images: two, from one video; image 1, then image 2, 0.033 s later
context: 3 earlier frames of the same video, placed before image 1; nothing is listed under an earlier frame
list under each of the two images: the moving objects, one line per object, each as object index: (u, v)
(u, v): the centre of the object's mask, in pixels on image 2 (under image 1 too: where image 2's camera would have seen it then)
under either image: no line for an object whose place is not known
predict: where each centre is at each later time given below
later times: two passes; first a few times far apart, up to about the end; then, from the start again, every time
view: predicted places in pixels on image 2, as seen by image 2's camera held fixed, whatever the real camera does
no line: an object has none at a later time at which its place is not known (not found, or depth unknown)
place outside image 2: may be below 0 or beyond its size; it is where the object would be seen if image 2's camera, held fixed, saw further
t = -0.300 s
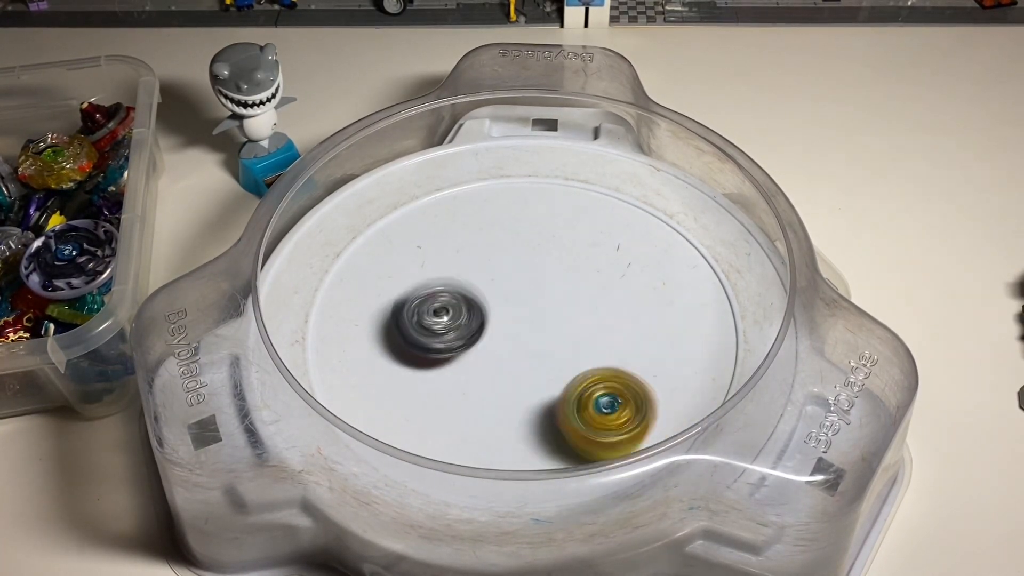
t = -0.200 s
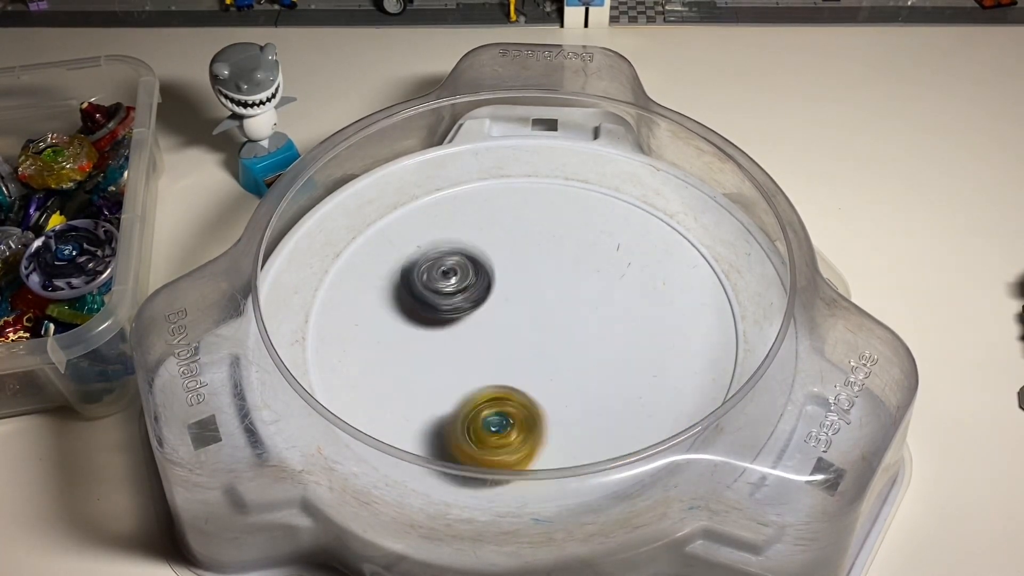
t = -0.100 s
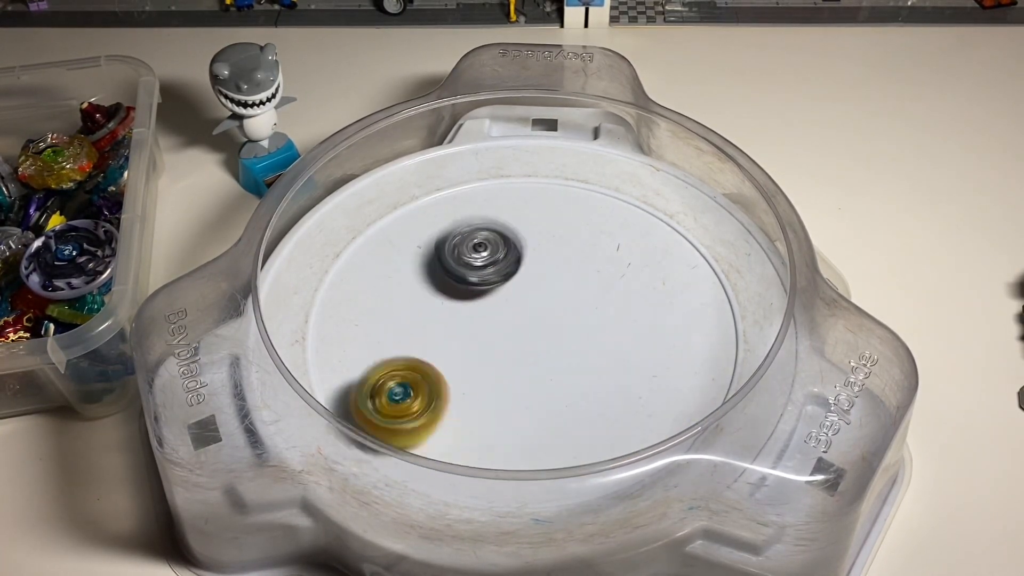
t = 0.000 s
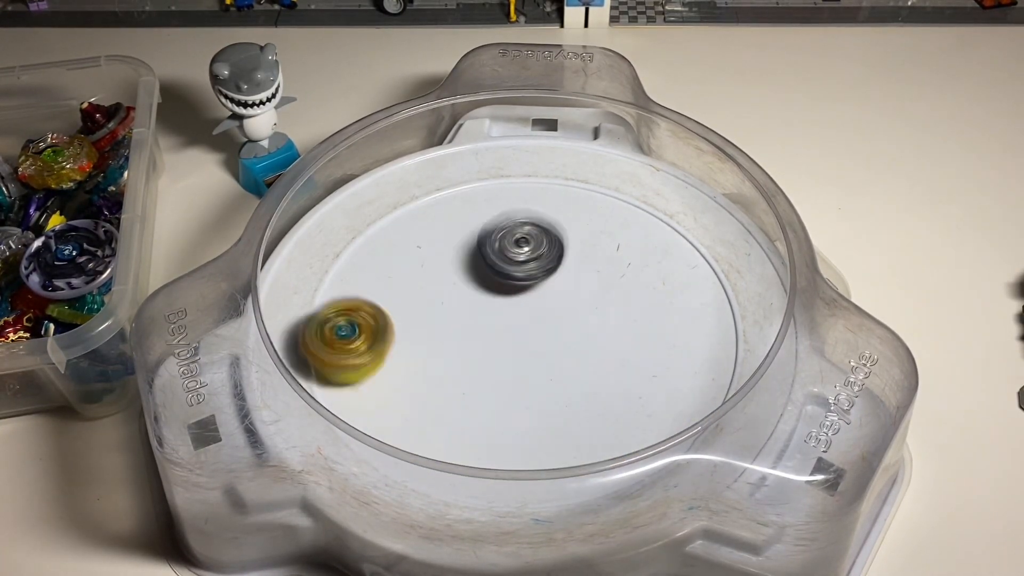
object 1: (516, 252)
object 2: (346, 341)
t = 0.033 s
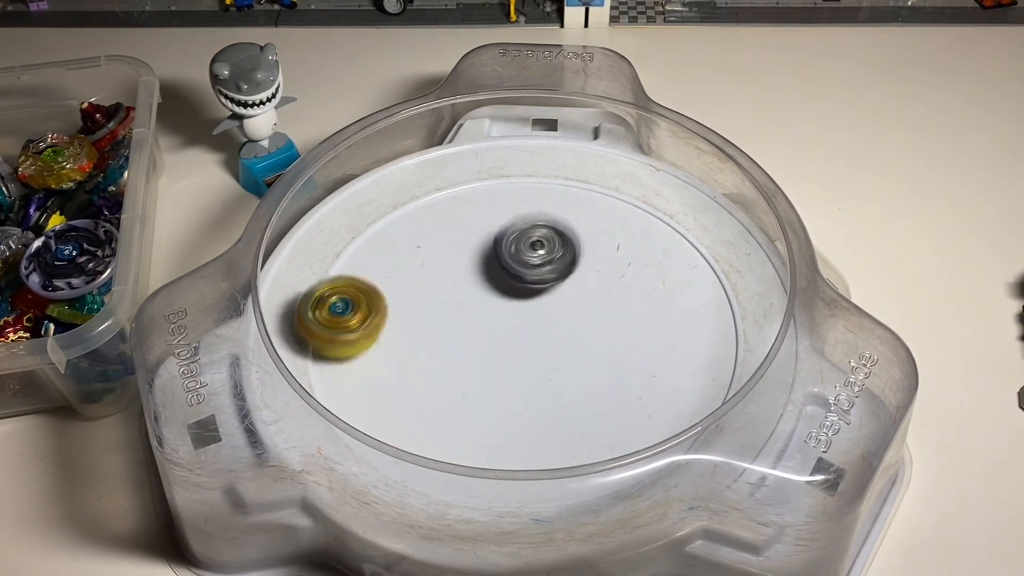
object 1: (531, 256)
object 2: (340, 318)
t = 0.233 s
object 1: (586, 309)
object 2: (409, 211)
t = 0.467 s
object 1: (519, 370)
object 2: (586, 219)
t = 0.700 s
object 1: (436, 326)
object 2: (647, 362)
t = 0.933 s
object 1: (488, 265)
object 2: (484, 433)
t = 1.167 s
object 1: (568, 300)
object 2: (371, 333)
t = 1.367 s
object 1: (539, 363)
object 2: (451, 236)
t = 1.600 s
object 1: (454, 350)
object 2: (603, 234)
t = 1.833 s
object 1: (473, 308)
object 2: (665, 335)
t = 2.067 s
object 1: (529, 297)
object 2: (515, 414)
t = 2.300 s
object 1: (528, 310)
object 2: (384, 325)
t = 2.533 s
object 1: (496, 333)
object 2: (435, 223)
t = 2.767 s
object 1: (512, 339)
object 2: (578, 227)
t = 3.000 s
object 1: (536, 310)
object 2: (633, 346)
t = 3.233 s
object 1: (507, 290)
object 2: (506, 423)
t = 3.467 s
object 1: (489, 313)
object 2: (378, 350)
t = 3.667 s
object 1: (510, 316)
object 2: (430, 254)
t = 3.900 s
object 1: (529, 319)
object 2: (576, 233)
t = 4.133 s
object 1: (522, 316)
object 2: (660, 313)
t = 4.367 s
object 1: (505, 316)
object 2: (559, 408)
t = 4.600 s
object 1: (503, 321)
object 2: (404, 351)
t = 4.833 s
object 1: (508, 322)
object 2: (420, 244)
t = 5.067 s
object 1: (514, 320)
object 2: (544, 217)
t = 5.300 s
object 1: (514, 318)
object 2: (629, 311)
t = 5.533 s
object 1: (510, 317)
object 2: (542, 411)
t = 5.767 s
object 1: (507, 318)
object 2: (401, 378)
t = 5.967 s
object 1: (509, 320)
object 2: (403, 282)
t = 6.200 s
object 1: (509, 320)
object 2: (535, 232)
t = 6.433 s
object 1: (511, 320)
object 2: (644, 287)
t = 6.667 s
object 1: (512, 319)
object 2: (601, 389)
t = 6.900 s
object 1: (513, 318)
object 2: (440, 377)
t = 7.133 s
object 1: (514, 319)
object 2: (407, 271)
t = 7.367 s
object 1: (511, 318)
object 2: (506, 218)
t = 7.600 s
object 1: (511, 319)
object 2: (613, 279)
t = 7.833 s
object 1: (510, 318)
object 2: (581, 388)
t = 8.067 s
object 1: (513, 318)
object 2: (441, 397)
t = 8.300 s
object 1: (512, 319)
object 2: (403, 301)
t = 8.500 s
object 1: (513, 320)
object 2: (490, 243)
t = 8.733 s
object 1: (513, 319)
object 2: (612, 264)
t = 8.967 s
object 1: (513, 320)
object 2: (626, 355)
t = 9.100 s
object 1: (510, 319)
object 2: (561, 393)
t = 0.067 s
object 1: (546, 261)
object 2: (341, 295)
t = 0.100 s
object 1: (558, 268)
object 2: (345, 274)
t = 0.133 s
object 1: (569, 276)
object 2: (355, 255)
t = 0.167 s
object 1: (578, 287)
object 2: (369, 237)
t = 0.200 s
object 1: (584, 297)
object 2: (388, 223)
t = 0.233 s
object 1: (586, 309)
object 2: (409, 211)
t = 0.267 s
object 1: (587, 321)
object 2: (434, 202)
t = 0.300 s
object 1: (583, 332)
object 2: (460, 196)
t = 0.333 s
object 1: (576, 343)
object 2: (485, 195)
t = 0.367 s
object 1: (565, 353)
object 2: (511, 195)
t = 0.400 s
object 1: (552, 362)
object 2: (537, 200)
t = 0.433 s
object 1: (537, 367)
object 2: (563, 207)
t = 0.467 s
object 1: (519, 370)
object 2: (586, 219)
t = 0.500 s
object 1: (502, 370)
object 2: (608, 234)
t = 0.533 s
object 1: (484, 367)
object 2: (625, 252)
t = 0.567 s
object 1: (470, 362)
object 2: (640, 271)
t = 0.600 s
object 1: (458, 355)
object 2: (649, 293)
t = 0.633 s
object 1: (447, 346)
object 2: (654, 316)
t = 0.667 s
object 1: (440, 336)
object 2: (653, 339)
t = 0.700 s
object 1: (436, 326)
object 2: (647, 362)
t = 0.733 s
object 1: (435, 315)
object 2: (635, 384)
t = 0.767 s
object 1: (438, 303)
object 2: (617, 403)
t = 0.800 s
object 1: (444, 293)
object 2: (595, 417)
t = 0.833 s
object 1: (453, 283)
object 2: (569, 427)
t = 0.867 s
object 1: (464, 275)
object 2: (541, 432)
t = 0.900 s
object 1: (475, 268)
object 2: (512, 434)
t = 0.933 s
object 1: (488, 265)
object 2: (484, 433)
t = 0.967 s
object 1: (500, 262)
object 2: (456, 428)
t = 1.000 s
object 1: (515, 263)
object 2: (431, 420)
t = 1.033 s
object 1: (528, 266)
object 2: (409, 408)
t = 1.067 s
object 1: (541, 272)
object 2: (390, 393)
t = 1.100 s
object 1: (551, 279)
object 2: (379, 374)
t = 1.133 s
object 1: (561, 290)
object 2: (372, 353)
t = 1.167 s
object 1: (568, 300)
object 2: (371, 333)
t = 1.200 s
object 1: (571, 312)
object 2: (375, 312)
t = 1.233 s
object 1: (572, 325)
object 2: (382, 293)
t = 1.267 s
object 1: (569, 337)
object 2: (396, 275)
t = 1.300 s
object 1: (562, 348)
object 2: (411, 259)
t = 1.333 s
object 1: (552, 355)
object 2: (430, 247)
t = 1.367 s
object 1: (539, 363)
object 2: (451, 236)
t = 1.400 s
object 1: (526, 368)
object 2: (473, 229)
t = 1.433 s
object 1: (510, 370)
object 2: (496, 223)
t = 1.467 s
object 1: (496, 371)
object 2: (518, 222)
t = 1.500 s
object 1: (484, 368)
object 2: (540, 222)
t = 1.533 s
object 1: (471, 363)
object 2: (562, 223)
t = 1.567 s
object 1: (460, 357)
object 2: (583, 228)
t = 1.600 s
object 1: (454, 350)
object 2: (603, 234)
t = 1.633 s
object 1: (449, 343)
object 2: (621, 244)
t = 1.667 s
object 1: (447, 336)
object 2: (636, 255)
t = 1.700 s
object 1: (448, 329)
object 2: (649, 267)
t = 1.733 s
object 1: (452, 324)
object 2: (659, 282)
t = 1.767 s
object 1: (457, 317)
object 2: (665, 299)
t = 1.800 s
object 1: (464, 313)
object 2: (667, 317)
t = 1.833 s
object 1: (473, 308)
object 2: (665, 335)
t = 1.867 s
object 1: (482, 304)
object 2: (657, 354)
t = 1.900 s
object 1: (490, 301)
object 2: (643, 371)
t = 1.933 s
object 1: (499, 299)
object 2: (625, 387)
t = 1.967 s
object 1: (509, 298)
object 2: (601, 399)
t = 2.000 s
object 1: (517, 297)
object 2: (574, 409)
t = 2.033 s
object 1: (524, 296)
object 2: (545, 414)
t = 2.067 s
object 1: (529, 297)
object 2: (515, 414)
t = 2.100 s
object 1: (534, 297)
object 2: (487, 410)
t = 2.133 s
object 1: (536, 299)
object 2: (461, 402)
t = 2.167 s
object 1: (538, 299)
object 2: (437, 390)
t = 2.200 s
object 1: (537, 302)
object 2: (417, 376)
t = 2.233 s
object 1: (534, 304)
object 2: (402, 359)
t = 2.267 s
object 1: (531, 307)
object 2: (391, 342)
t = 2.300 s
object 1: (528, 310)
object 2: (384, 325)
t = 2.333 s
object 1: (523, 312)
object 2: (382, 307)
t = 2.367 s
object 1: (519, 316)
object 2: (383, 290)
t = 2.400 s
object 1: (513, 319)
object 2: (387, 274)
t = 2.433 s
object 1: (507, 322)
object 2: (395, 259)
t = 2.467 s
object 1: (503, 326)
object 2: (405, 245)
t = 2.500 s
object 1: (499, 329)
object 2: (419, 234)
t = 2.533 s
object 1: (496, 333)
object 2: (435, 223)
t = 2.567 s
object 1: (495, 336)
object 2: (453, 216)
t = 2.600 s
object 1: (494, 339)
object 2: (474, 210)
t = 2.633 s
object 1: (496, 341)
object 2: (494, 208)
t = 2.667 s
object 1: (499, 342)
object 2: (515, 208)
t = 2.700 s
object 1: (503, 342)
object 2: (537, 211)
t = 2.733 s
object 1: (506, 341)
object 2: (558, 217)
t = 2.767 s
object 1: (512, 339)
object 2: (578, 227)
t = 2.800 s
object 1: (517, 337)
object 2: (596, 239)
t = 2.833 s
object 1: (522, 334)
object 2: (612, 253)
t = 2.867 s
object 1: (527, 329)
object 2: (624, 270)
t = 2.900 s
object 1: (532, 325)
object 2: (632, 288)
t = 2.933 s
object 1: (534, 320)
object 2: (636, 308)
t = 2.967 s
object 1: (536, 316)
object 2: (636, 327)
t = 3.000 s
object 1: (536, 310)
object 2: (633, 346)
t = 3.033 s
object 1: (536, 304)
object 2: (624, 365)
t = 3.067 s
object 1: (533, 300)
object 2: (611, 382)
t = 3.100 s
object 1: (530, 296)
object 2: (595, 396)
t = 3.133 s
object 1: (525, 293)
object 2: (575, 408)
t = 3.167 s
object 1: (520, 290)
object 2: (552, 416)
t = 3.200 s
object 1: (513, 290)
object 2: (530, 421)
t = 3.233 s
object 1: (507, 290)
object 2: (506, 423)
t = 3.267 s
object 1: (501, 292)
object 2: (482, 422)
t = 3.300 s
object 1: (496, 294)
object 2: (457, 418)
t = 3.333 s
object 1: (491, 298)
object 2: (435, 410)
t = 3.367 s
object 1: (489, 303)
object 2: (414, 399)
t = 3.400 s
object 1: (487, 307)
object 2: (398, 384)
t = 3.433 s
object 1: (487, 310)
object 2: (386, 368)
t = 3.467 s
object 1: (489, 313)
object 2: (378, 350)
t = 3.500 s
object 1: (492, 315)
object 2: (377, 331)
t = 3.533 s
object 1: (494, 315)
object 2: (379, 314)
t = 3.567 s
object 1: (498, 316)
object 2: (387, 296)
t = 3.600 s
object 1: (502, 316)
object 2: (397, 280)
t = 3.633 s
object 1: (506, 316)
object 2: (411, 266)
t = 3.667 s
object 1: (510, 316)
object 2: (430, 254)
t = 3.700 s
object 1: (515, 317)
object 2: (449, 244)
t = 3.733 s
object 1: (520, 318)
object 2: (471, 236)
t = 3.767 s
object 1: (524, 318)
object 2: (491, 231)
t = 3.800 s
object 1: (526, 318)
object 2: (513, 228)
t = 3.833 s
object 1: (528, 318)
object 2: (535, 227)
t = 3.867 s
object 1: (528, 319)
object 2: (556, 229)
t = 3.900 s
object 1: (529, 319)
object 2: (576, 233)
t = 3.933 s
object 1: (529, 318)
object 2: (595, 239)
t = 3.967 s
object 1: (530, 318)
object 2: (613, 247)
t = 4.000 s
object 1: (529, 318)
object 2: (627, 257)
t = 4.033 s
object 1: (527, 317)
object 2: (641, 268)
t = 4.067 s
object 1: (525, 317)
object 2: (651, 282)
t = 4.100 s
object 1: (523, 316)
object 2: (656, 297)
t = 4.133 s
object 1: (522, 316)
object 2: (660, 313)
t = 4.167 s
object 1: (520, 316)
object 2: (658, 330)
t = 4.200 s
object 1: (516, 316)
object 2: (654, 347)
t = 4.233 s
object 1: (513, 316)
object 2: (643, 364)
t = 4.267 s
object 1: (511, 315)
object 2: (628, 380)
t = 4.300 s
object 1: (509, 316)
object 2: (609, 393)
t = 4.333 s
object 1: (507, 316)
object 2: (585, 402)
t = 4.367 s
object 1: (505, 316)
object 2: (559, 408)
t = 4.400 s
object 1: (504, 316)
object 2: (533, 410)
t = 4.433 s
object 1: (504, 317)
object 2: (504, 409)
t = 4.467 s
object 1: (503, 317)
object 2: (479, 403)
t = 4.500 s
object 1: (503, 317)
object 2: (455, 393)
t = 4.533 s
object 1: (503, 318)
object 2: (434, 381)
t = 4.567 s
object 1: (504, 319)
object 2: (418, 366)
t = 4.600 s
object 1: (503, 321)
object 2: (404, 351)
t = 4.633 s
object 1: (503, 321)
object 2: (396, 333)
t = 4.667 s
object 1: (504, 321)
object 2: (392, 317)
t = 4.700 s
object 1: (506, 322)
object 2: (391, 300)
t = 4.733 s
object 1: (505, 322)
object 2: (393, 284)
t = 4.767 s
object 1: (507, 322)
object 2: (399, 269)
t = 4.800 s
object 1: (509, 323)
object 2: (408, 256)
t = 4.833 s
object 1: (508, 322)
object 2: (420, 244)
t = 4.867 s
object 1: (509, 322)
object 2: (433, 233)
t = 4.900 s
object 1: (512, 322)
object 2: (449, 224)
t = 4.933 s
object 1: (511, 322)
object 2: (467, 217)
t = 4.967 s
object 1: (512, 321)
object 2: (485, 213)
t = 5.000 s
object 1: (514, 321)
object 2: (505, 211)
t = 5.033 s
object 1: (514, 320)
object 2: (524, 213)
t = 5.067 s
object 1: (514, 320)
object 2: (544, 217)
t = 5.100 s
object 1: (516, 320)
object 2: (562, 224)
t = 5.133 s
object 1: (514, 319)
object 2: (581, 233)
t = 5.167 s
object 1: (515, 319)
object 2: (597, 245)
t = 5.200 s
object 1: (515, 319)
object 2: (610, 259)
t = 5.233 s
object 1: (514, 318)
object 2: (619, 276)
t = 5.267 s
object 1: (515, 318)
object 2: (626, 294)
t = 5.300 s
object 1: (514, 318)
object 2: (629, 311)
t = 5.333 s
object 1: (513, 317)
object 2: (628, 330)
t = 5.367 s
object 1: (514, 318)
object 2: (621, 348)
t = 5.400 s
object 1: (512, 317)
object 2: (613, 365)
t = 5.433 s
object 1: (512, 317)
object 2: (600, 381)
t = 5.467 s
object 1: (511, 317)
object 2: (583, 394)
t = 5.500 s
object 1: (509, 317)
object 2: (564, 404)
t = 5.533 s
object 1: (510, 317)
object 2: (542, 411)
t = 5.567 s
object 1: (508, 316)
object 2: (520, 416)
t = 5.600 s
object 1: (509, 318)
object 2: (497, 417)
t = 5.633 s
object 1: (507, 317)
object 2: (475, 416)
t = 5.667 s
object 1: (508, 317)
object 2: (452, 411)
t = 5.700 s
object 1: (507, 317)
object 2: (432, 402)
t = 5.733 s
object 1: (507, 317)
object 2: (415, 391)
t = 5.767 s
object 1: (507, 318)
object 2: (401, 378)
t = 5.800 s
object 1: (507, 317)
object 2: (391, 363)
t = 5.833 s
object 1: (507, 318)
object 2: (385, 346)
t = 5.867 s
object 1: (507, 318)
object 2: (383, 329)
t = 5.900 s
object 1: (508, 319)
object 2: (386, 312)
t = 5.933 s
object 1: (507, 319)
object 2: (393, 296)
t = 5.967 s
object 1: (509, 320)
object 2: (403, 282)
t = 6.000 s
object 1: (507, 319)
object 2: (418, 269)
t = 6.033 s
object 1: (510, 320)
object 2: (434, 257)
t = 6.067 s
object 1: (508, 320)
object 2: (453, 247)
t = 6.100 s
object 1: (510, 320)
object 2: (473, 240)
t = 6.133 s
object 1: (509, 320)
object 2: (493, 235)
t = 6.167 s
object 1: (510, 321)
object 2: (514, 233)
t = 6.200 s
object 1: (509, 320)
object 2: (535, 232)
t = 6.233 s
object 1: (510, 321)
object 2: (555, 235)
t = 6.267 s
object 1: (510, 321)
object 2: (574, 239)
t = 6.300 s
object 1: (511, 321)
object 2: (592, 245)
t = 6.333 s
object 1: (511, 320)
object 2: (608, 253)
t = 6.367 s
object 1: (510, 321)
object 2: (623, 262)
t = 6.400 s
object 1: (513, 320)
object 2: (635, 274)
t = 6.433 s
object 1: (511, 320)
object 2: (644, 287)
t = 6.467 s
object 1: (513, 320)
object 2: (650, 301)
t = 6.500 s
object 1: (511, 320)
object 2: (652, 316)
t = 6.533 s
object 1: (513, 320)
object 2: (650, 333)
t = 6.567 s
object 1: (512, 319)
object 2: (645, 349)
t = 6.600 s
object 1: (512, 320)
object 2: (634, 364)
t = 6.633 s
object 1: (513, 319)
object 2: (620, 378)
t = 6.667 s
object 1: (512, 319)
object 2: (601, 389)
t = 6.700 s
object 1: (513, 319)
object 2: (580, 398)
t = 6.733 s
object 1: (512, 319)
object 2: (556, 403)
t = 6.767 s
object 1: (513, 319)
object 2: (531, 405)
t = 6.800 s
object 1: (513, 317)
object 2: (506, 403)
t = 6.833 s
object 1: (513, 317)
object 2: (482, 397)
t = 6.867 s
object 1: (515, 317)
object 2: (459, 388)
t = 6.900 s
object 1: (513, 318)
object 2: (440, 377)
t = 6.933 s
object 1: (514, 319)
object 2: (424, 363)
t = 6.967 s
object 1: (513, 319)
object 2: (412, 348)
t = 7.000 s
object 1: (511, 319)
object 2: (404, 332)
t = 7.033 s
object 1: (513, 320)
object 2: (399, 316)
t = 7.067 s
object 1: (513, 319)
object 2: (399, 300)
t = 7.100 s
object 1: (512, 319)
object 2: (401, 285)
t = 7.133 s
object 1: (514, 319)
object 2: (407, 271)
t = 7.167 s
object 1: (512, 319)
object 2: (416, 258)
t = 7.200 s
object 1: (512, 319)
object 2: (426, 247)
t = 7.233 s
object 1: (514, 319)
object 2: (439, 237)
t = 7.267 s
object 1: (512, 318)
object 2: (454, 229)
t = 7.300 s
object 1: (512, 319)
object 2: (470, 223)
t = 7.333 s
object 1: (513, 319)
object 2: (488, 219)
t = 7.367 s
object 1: (511, 318)
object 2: (506, 218)
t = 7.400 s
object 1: (511, 319)
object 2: (524, 220)
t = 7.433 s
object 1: (512, 320)
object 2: (543, 224)
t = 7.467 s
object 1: (511, 319)
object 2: (560, 230)
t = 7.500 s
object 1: (511, 319)
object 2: (577, 239)
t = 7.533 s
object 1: (513, 320)
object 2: (592, 251)
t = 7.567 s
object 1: (513, 319)
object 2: (604, 264)
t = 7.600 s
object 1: (511, 319)
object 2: (613, 279)
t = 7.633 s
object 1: (511, 320)
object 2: (619, 295)
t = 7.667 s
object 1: (513, 319)
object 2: (621, 312)
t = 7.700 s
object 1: (512, 319)
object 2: (620, 329)
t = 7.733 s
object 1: (511, 319)
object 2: (615, 345)
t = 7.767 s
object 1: (512, 319)
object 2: (607, 361)
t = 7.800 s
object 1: (512, 319)
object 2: (595, 376)
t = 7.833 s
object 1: (510, 318)
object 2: (581, 388)
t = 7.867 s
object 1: (510, 319)
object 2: (563, 397)
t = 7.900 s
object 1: (512, 319)
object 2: (543, 405)
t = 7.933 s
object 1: (512, 319)
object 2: (523, 410)
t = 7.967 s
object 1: (510, 319)
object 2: (501, 411)
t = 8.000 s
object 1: (511, 319)
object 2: (479, 409)
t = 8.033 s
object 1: (513, 320)
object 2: (459, 404)
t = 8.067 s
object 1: (513, 318)
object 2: (441, 397)
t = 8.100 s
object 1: (511, 318)
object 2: (425, 387)
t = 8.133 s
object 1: (511, 319)
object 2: (412, 375)
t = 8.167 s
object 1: (512, 319)
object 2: (402, 361)
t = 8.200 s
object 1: (513, 319)
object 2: (397, 347)
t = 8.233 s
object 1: (512, 318)
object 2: (395, 331)
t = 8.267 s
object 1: (511, 319)
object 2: (398, 316)
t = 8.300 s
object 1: (512, 319)
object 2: (403, 301)
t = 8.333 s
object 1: (513, 319)
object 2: (411, 288)
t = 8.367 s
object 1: (513, 318)
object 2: (423, 276)
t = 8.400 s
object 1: (512, 318)
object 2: (438, 265)
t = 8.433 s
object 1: (511, 318)
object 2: (454, 255)
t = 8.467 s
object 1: (511, 321)
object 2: (472, 248)
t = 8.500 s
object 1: (513, 320)
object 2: (490, 243)
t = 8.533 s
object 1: (513, 320)
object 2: (509, 239)
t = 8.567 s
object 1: (513, 320)
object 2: (528, 238)
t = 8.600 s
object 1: (510, 320)
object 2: (547, 240)
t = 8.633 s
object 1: (511, 319)
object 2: (565, 243)
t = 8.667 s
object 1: (511, 320)
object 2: (583, 247)
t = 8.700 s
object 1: (513, 319)
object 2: (598, 255)
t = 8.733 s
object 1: (513, 319)
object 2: (612, 264)
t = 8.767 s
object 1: (512, 318)
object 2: (623, 274)
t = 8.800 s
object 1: (511, 318)
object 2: (632, 286)
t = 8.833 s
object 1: (510, 319)
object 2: (637, 299)
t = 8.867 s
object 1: (511, 319)
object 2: (640, 313)
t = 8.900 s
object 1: (512, 320)
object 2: (639, 327)
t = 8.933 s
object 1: (513, 320)
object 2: (635, 341)
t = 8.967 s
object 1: (513, 320)
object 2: (626, 355)
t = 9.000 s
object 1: (513, 319)
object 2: (614, 368)
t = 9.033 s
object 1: (511, 319)
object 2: (599, 380)
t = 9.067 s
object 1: (511, 319)
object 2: (581, 388)
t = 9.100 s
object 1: (510, 319)
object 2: (561, 393)
